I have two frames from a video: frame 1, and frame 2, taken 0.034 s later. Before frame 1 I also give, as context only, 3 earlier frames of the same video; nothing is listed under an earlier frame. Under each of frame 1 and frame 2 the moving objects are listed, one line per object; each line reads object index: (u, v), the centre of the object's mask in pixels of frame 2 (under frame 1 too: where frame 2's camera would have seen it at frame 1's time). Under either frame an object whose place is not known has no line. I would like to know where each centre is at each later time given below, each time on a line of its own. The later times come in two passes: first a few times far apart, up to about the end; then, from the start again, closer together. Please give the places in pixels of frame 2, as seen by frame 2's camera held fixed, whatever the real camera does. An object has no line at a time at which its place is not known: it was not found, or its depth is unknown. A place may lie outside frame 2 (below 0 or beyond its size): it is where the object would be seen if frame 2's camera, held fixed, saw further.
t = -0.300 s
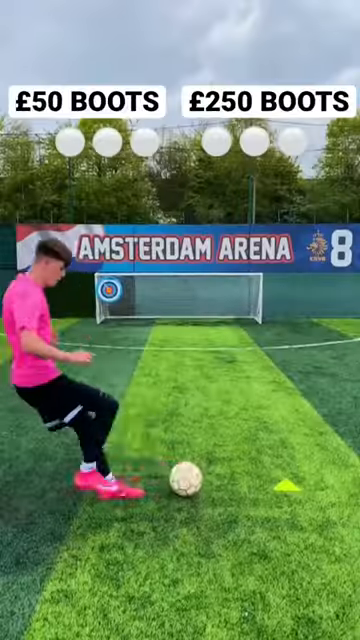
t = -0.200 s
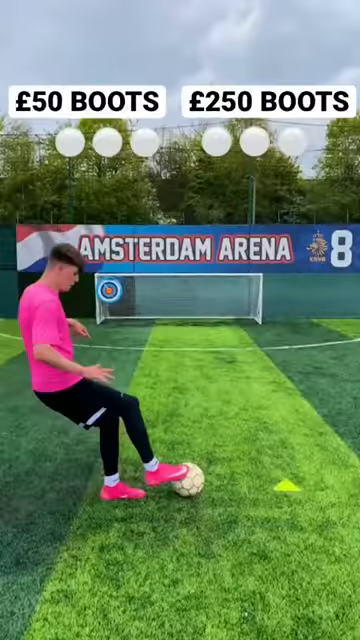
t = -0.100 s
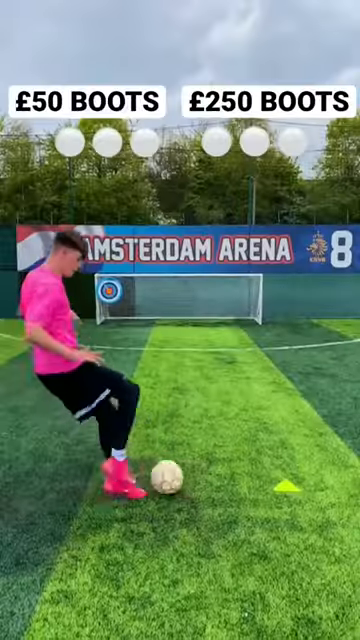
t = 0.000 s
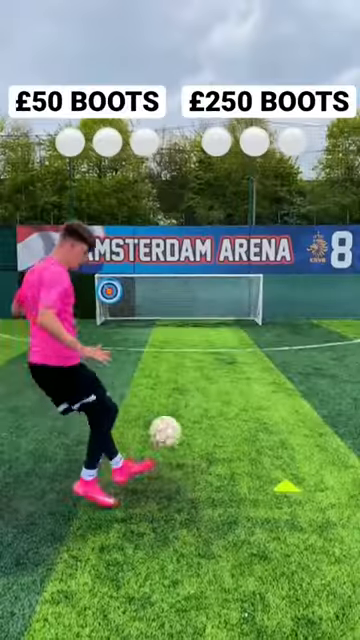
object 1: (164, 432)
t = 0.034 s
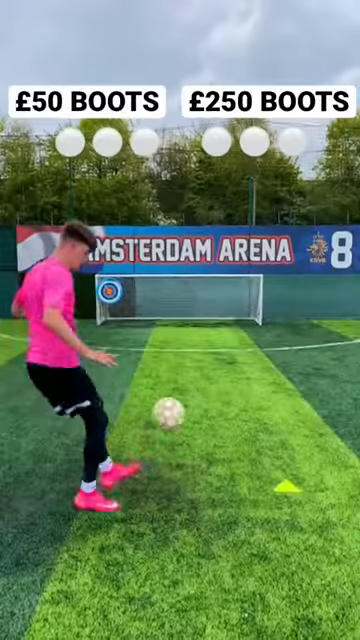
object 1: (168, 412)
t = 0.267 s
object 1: (188, 328)
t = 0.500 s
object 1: (208, 324)
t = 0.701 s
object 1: (225, 380)
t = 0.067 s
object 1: (171, 396)
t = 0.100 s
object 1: (175, 380)
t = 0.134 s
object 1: (176, 367)
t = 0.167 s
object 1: (180, 354)
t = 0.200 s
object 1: (182, 344)
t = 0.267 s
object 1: (188, 328)
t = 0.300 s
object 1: (191, 323)
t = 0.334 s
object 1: (194, 319)
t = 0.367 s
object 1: (196, 317)
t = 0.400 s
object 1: (199, 316)
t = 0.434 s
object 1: (202, 317)
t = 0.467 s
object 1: (205, 320)
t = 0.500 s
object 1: (208, 324)
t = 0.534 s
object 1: (211, 330)
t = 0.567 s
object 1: (214, 337)
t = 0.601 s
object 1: (217, 345)
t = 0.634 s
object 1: (219, 355)
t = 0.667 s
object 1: (222, 368)
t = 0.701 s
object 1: (225, 380)
